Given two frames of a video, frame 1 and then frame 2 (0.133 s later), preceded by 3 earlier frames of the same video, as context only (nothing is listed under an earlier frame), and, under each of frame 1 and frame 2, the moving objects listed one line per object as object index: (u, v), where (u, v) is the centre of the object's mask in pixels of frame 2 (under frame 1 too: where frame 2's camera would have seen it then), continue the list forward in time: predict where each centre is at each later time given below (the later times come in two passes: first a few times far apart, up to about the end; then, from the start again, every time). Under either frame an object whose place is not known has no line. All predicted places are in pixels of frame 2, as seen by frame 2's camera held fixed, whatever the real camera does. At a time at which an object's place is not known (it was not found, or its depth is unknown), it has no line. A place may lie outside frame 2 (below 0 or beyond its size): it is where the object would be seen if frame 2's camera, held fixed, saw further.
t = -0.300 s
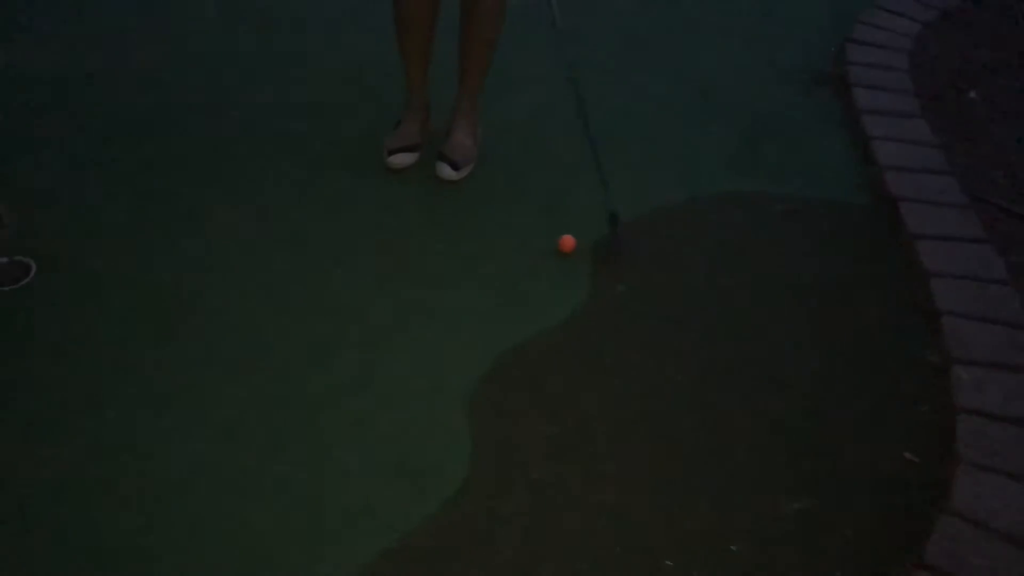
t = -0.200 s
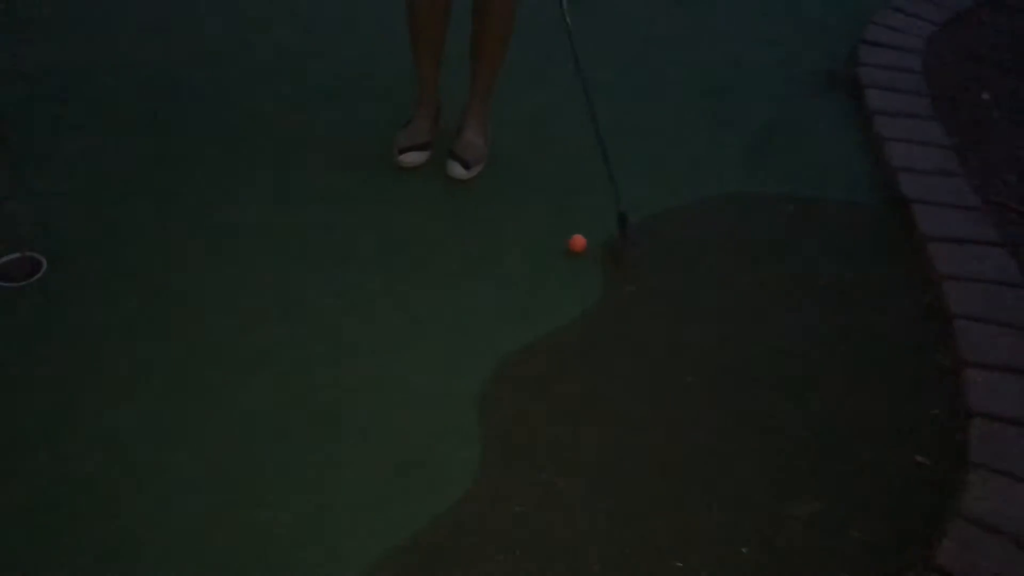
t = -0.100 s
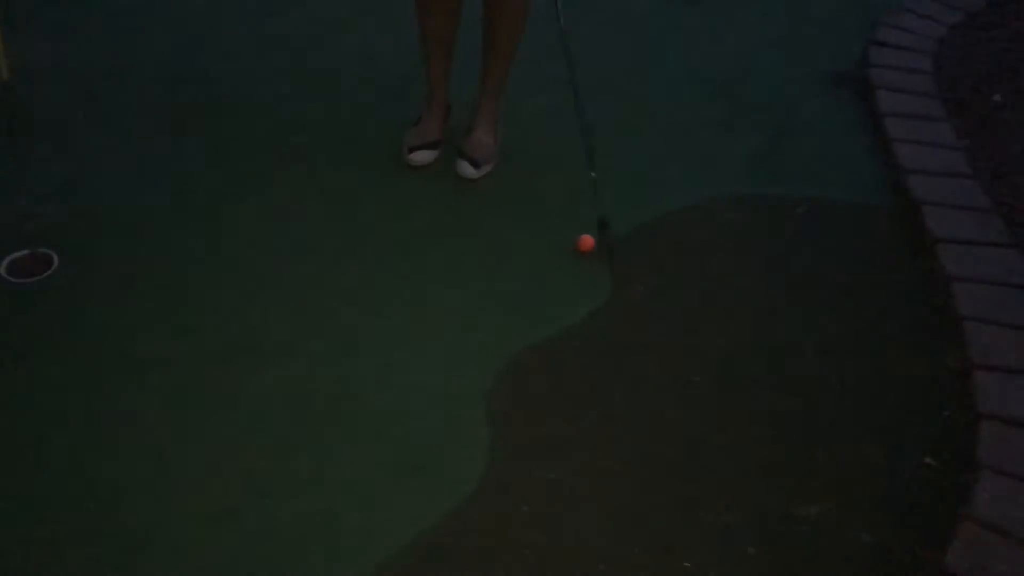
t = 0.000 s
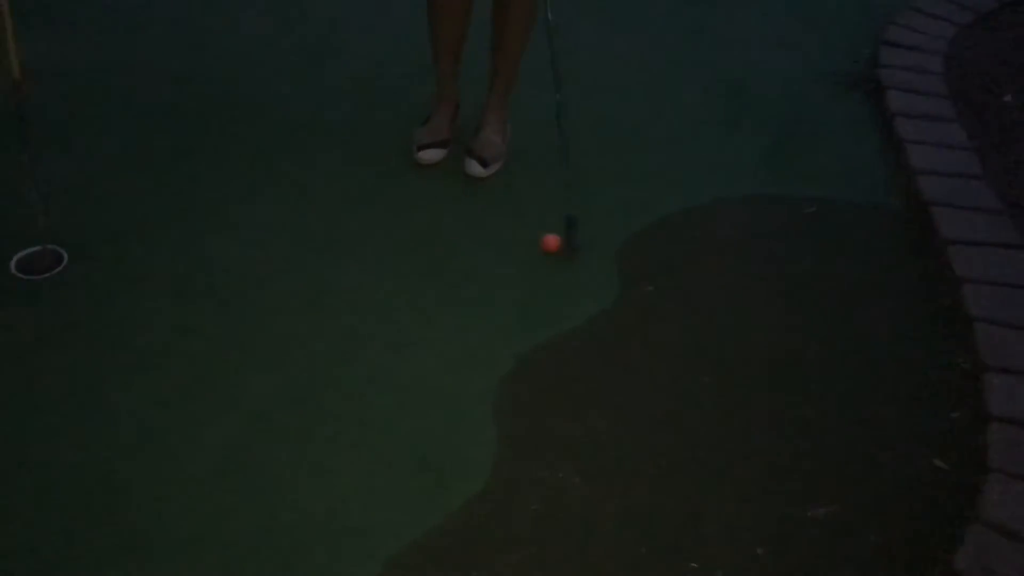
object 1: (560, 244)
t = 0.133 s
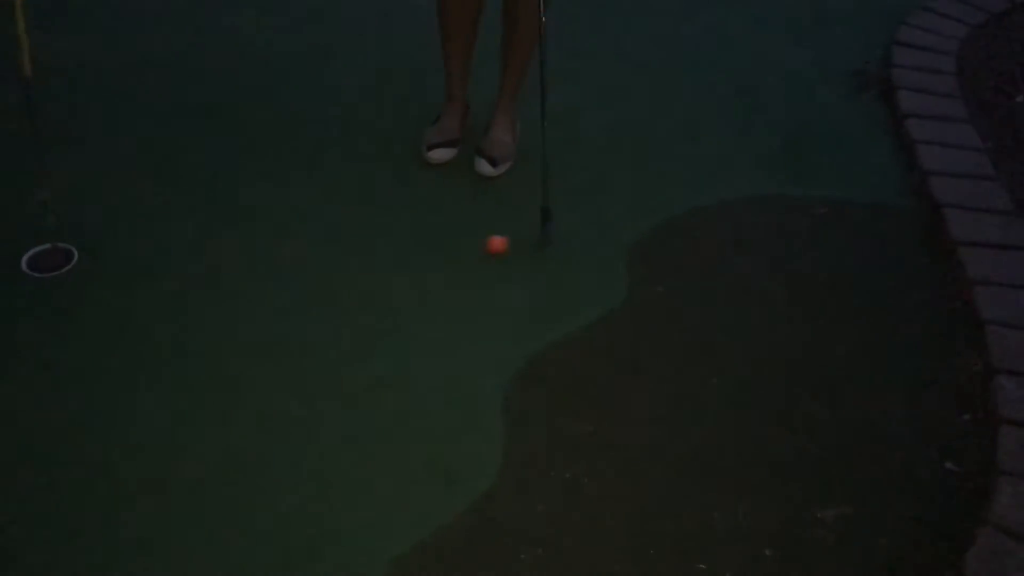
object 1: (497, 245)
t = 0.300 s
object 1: (419, 247)
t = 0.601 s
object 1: (281, 250)
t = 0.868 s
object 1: (160, 252)
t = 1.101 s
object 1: (63, 259)
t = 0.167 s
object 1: (482, 245)
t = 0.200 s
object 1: (466, 246)
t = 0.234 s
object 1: (450, 246)
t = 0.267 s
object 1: (435, 246)
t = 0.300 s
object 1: (419, 247)
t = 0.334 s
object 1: (404, 247)
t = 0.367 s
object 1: (388, 247)
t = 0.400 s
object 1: (373, 247)
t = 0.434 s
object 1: (357, 248)
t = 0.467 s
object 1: (342, 248)
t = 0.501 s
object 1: (327, 248)
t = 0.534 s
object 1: (313, 249)
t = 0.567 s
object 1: (298, 249)
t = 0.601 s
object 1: (281, 250)
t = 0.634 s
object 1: (266, 250)
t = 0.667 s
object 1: (252, 250)
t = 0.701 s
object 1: (235, 250)
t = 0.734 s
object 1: (221, 250)
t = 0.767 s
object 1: (206, 251)
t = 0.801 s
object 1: (190, 251)
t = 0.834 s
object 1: (175, 252)
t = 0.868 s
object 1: (160, 252)
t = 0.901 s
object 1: (145, 253)
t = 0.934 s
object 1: (130, 253)
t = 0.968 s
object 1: (116, 254)
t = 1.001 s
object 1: (101, 254)
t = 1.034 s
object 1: (86, 255)
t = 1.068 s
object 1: (71, 256)
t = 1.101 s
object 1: (63, 259)
